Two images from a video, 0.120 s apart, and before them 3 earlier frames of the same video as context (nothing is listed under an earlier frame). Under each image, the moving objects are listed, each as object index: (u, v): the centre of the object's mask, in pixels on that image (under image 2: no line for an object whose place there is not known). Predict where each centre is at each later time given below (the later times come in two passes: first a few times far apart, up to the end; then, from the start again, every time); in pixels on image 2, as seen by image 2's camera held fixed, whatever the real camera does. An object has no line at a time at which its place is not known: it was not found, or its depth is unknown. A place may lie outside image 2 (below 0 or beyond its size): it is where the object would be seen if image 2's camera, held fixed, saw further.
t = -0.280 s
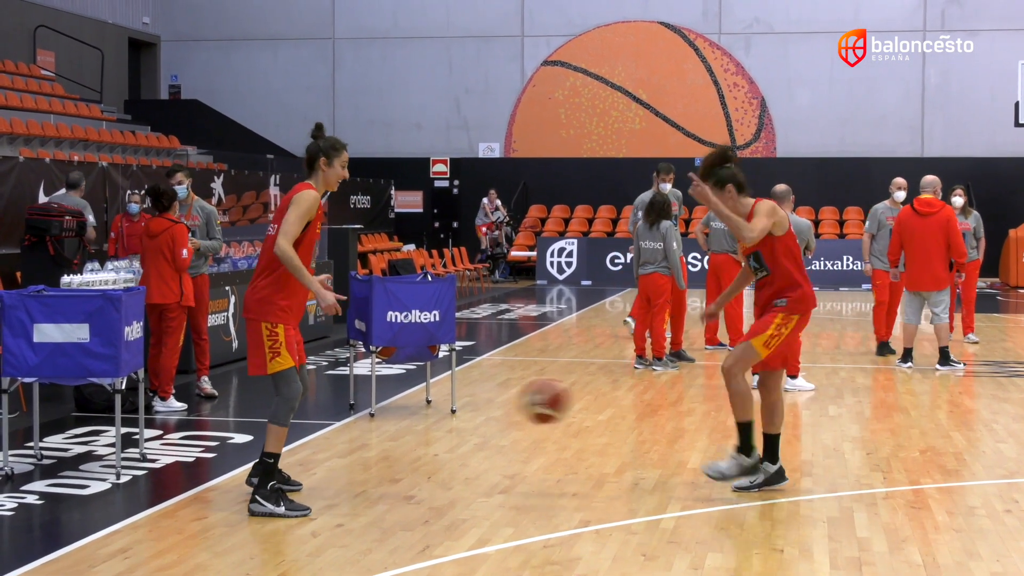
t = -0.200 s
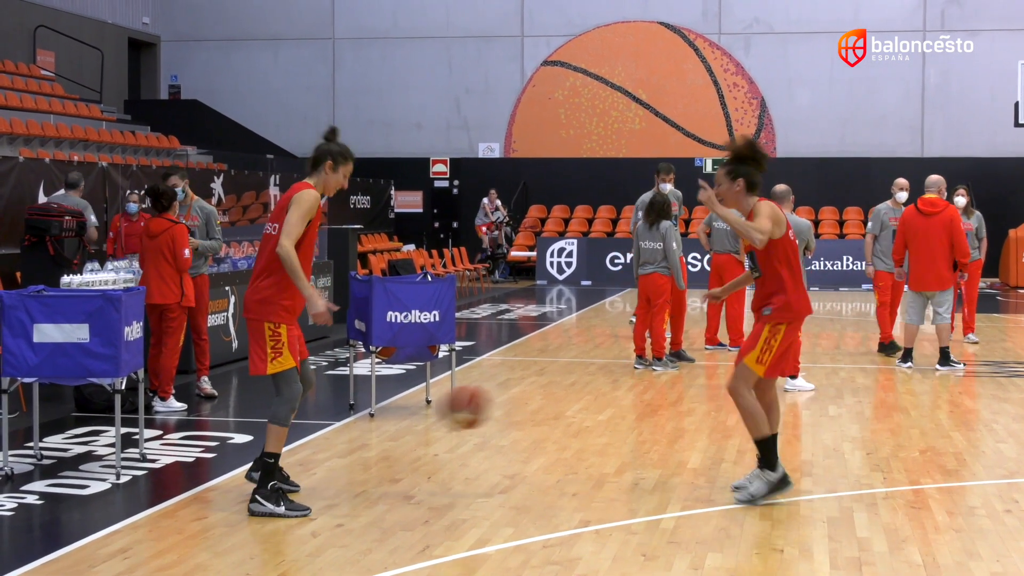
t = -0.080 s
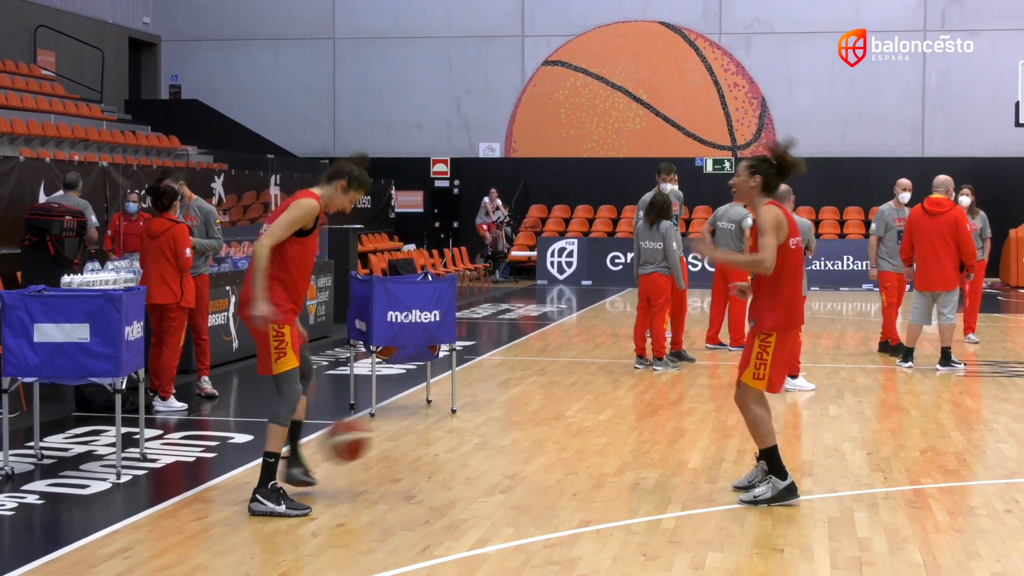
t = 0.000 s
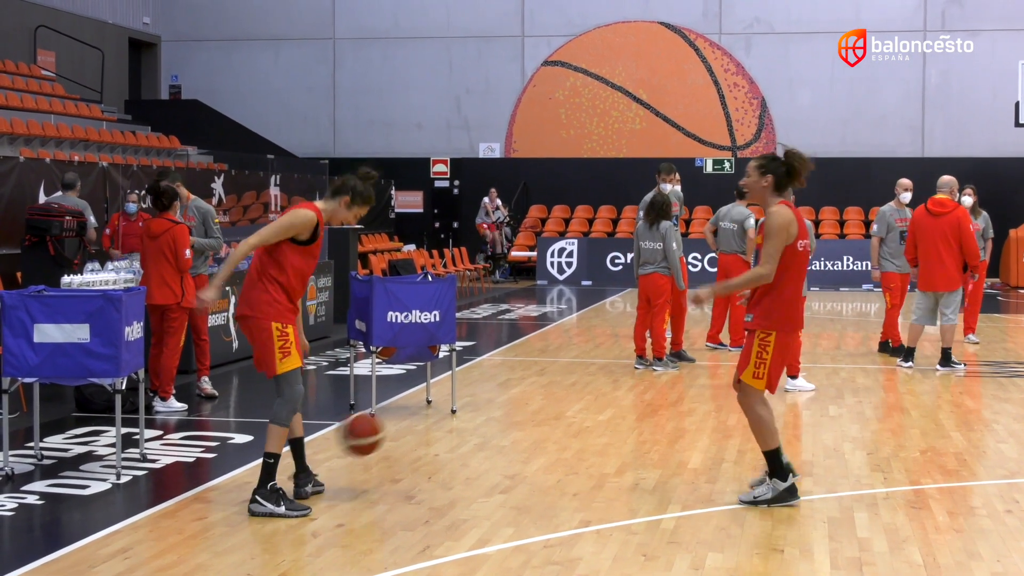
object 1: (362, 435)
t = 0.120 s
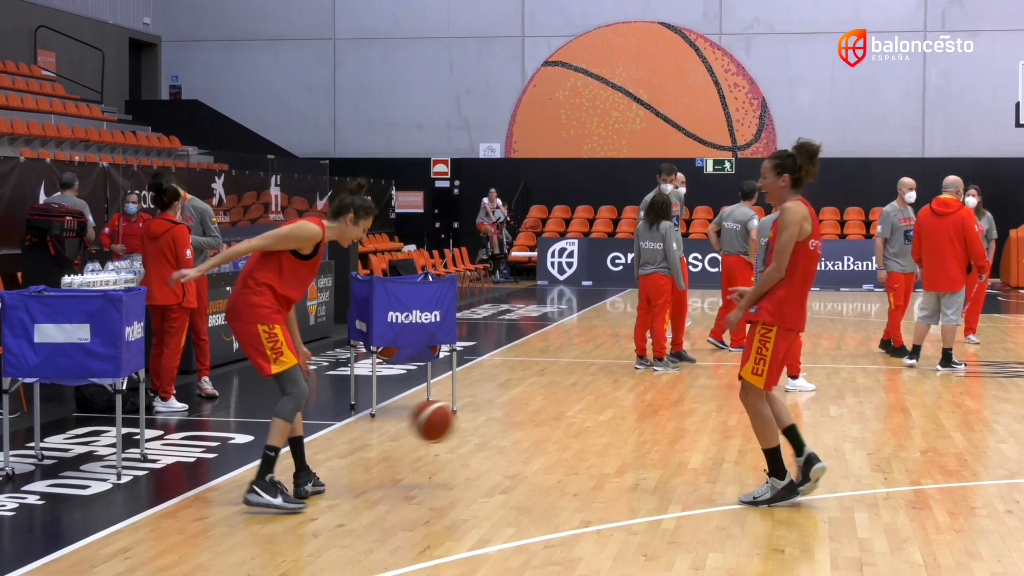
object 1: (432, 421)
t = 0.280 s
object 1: (523, 444)
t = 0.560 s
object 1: (611, 424)
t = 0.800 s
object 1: (671, 431)
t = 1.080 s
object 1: (738, 431)
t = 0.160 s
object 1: (457, 422)
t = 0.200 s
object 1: (481, 427)
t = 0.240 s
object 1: (501, 434)
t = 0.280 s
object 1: (523, 444)
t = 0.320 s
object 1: (545, 458)
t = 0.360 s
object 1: (558, 449)
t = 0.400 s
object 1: (569, 438)
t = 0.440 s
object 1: (580, 430)
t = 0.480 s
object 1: (590, 425)
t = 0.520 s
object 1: (601, 423)
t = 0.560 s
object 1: (611, 424)
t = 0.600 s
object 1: (621, 427)
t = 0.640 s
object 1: (631, 433)
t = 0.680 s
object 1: (641, 441)
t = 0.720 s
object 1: (650, 447)
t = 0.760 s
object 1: (661, 437)
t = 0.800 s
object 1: (671, 431)
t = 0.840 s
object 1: (681, 428)
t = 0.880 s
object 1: (691, 427)
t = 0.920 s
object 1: (701, 430)
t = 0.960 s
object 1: (710, 434)
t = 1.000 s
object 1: (719, 441)
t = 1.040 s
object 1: (730, 435)
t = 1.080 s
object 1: (738, 431)
